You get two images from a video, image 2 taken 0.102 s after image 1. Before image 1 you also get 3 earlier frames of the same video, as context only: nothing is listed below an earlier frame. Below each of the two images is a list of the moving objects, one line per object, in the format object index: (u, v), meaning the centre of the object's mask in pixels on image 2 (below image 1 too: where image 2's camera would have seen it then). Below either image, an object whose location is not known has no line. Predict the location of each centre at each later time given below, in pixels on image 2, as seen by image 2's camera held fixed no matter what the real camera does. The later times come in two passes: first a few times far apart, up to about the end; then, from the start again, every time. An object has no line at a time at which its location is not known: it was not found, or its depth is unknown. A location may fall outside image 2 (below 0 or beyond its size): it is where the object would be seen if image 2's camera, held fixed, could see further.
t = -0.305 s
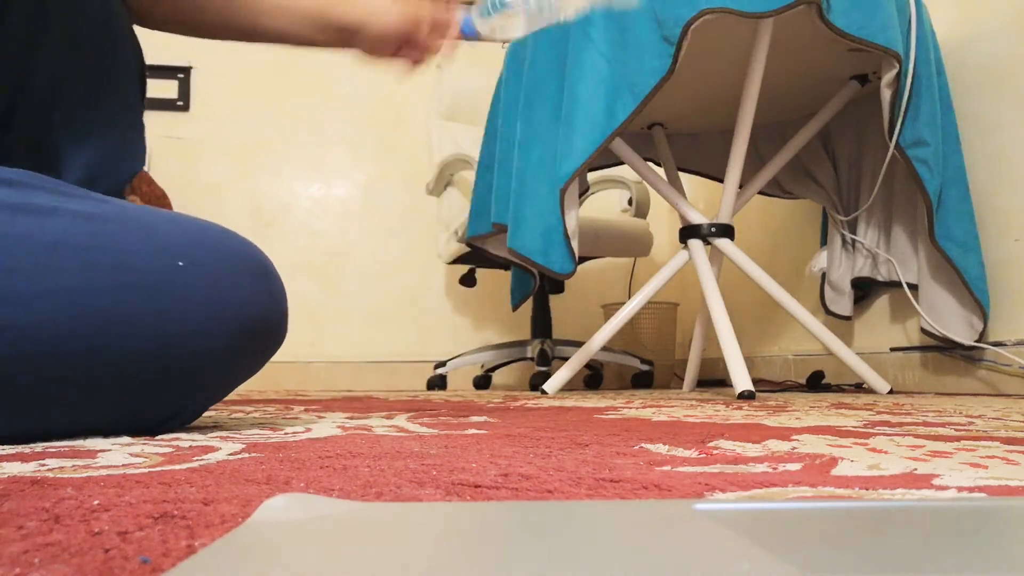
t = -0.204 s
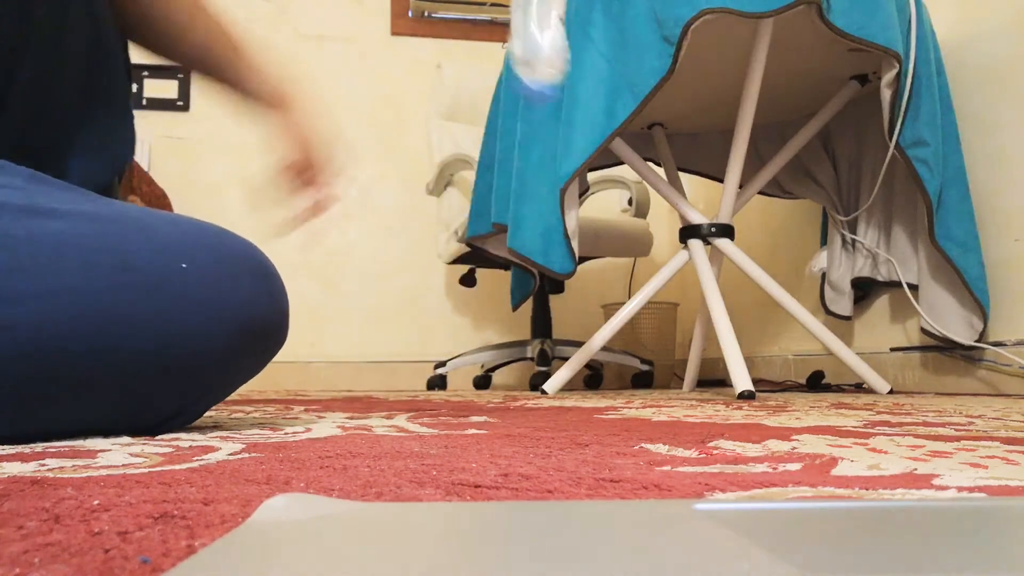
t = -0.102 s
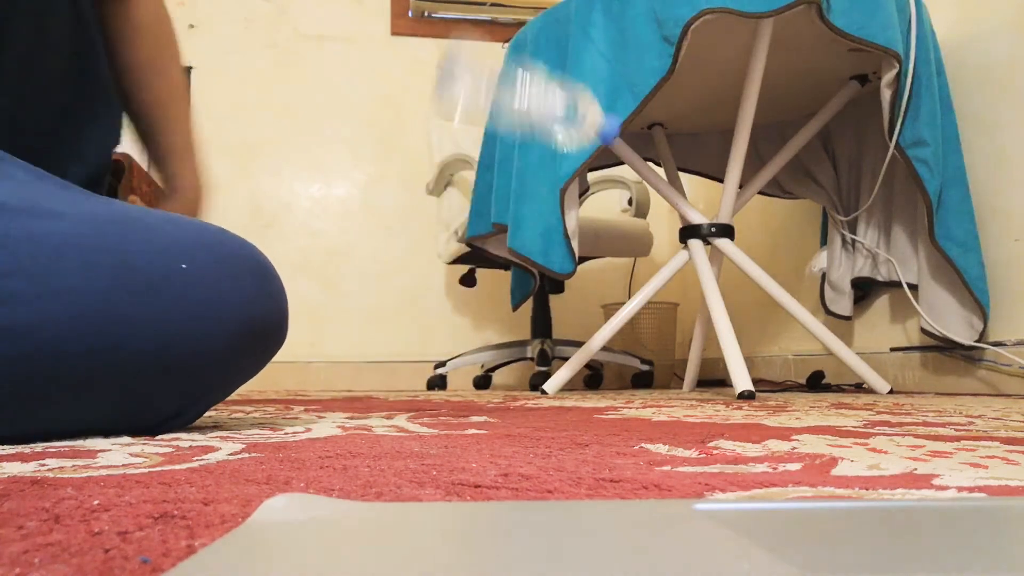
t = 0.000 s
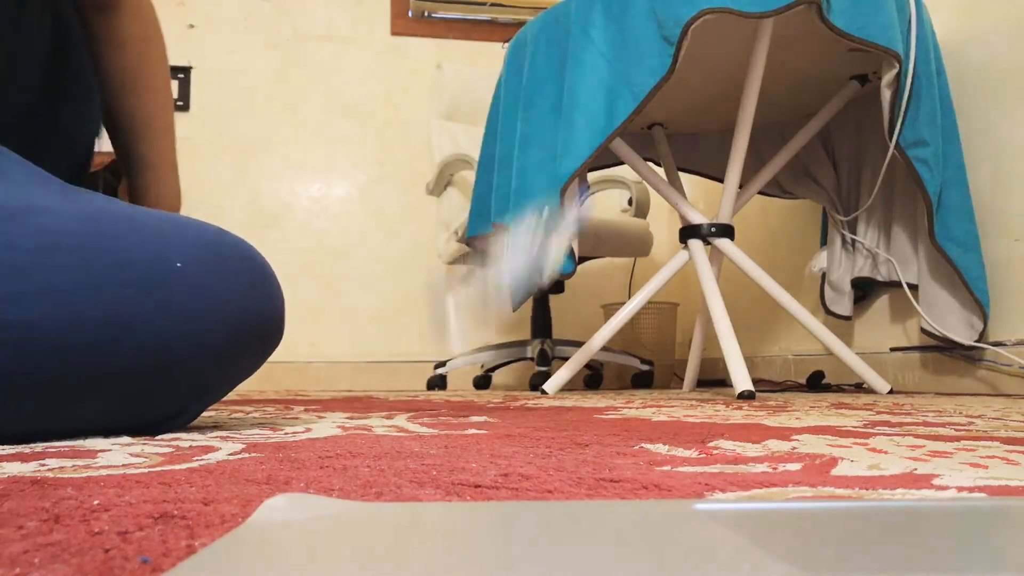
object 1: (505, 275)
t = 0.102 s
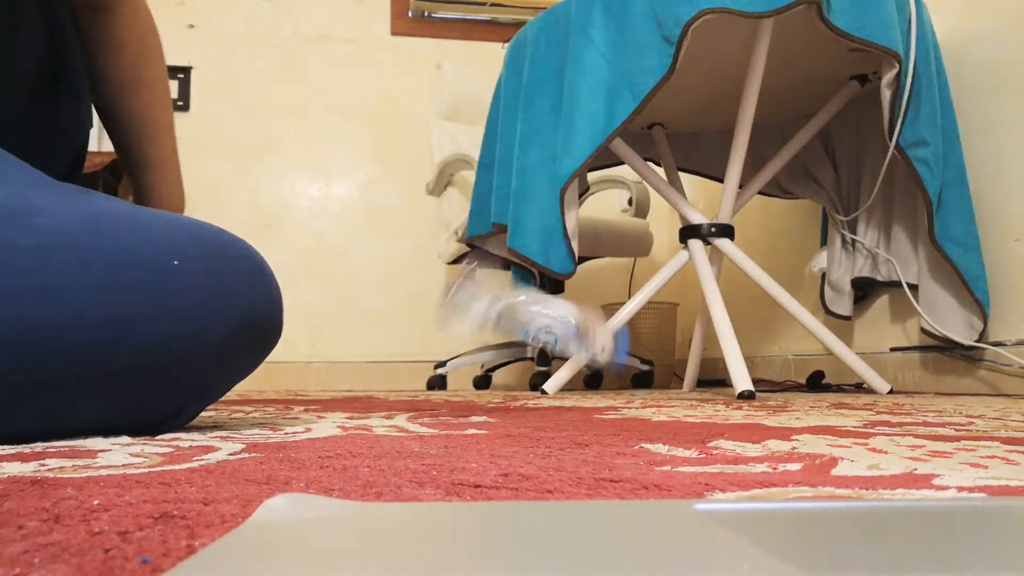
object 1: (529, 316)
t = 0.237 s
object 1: (613, 318)
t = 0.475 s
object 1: (650, 384)
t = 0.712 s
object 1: (667, 381)
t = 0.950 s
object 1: (674, 385)
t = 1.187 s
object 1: (667, 386)
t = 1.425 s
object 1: (664, 386)
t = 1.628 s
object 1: (664, 386)
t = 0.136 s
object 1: (546, 317)
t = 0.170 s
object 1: (568, 316)
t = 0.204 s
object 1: (591, 312)
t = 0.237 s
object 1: (613, 318)
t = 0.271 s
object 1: (634, 330)
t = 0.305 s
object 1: (642, 329)
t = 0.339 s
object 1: (646, 330)
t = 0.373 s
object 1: (652, 342)
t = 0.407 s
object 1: (651, 351)
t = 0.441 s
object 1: (650, 366)
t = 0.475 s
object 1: (650, 384)
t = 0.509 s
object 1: (650, 382)
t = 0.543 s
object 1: (654, 376)
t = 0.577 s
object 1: (656, 374)
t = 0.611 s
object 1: (659, 377)
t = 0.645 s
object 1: (661, 383)
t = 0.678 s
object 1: (663, 384)
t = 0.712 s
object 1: (667, 381)
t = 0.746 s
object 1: (670, 382)
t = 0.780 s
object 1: (672, 385)
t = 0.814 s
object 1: (673, 384)
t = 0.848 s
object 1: (674, 385)
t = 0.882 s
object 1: (675, 385)
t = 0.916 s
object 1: (674, 385)
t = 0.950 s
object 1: (674, 385)
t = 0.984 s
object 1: (673, 385)
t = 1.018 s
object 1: (672, 385)
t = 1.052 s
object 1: (671, 386)
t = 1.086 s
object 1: (670, 386)
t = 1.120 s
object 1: (669, 386)
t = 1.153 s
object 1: (668, 386)
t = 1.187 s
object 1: (667, 386)
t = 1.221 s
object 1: (667, 386)
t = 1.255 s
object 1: (666, 386)
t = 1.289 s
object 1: (665, 386)
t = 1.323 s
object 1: (665, 386)
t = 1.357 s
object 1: (665, 386)
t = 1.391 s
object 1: (664, 386)
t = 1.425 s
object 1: (664, 386)
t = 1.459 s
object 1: (664, 386)
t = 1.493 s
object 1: (664, 386)
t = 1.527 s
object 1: (664, 386)
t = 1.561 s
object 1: (664, 386)
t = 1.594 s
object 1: (664, 386)
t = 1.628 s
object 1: (664, 386)
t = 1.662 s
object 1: (664, 386)
